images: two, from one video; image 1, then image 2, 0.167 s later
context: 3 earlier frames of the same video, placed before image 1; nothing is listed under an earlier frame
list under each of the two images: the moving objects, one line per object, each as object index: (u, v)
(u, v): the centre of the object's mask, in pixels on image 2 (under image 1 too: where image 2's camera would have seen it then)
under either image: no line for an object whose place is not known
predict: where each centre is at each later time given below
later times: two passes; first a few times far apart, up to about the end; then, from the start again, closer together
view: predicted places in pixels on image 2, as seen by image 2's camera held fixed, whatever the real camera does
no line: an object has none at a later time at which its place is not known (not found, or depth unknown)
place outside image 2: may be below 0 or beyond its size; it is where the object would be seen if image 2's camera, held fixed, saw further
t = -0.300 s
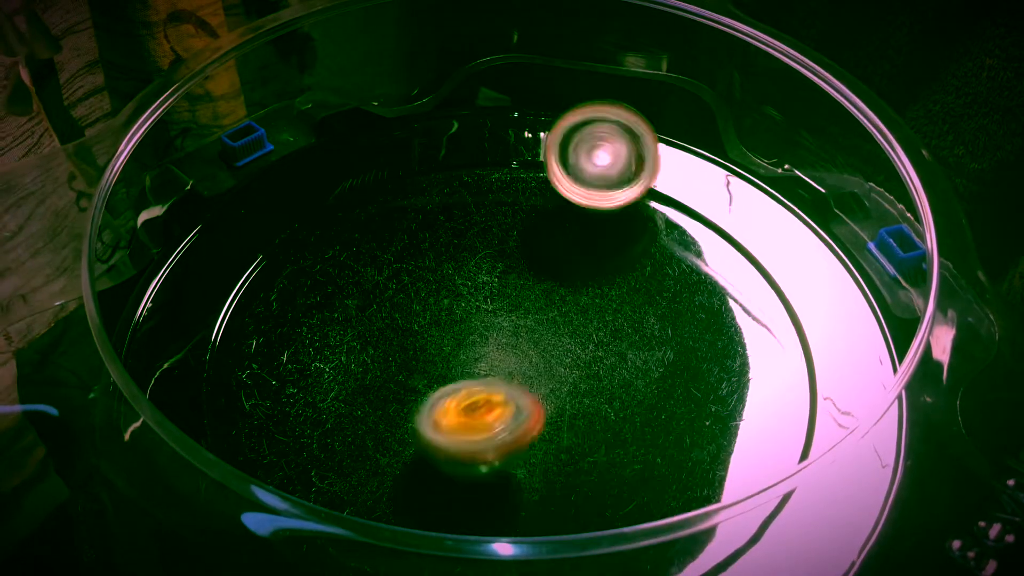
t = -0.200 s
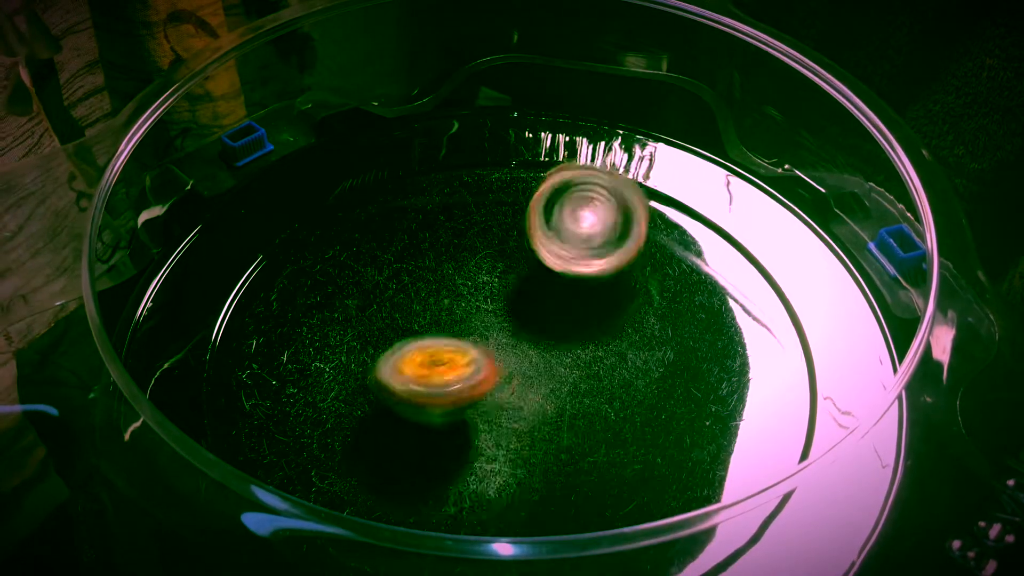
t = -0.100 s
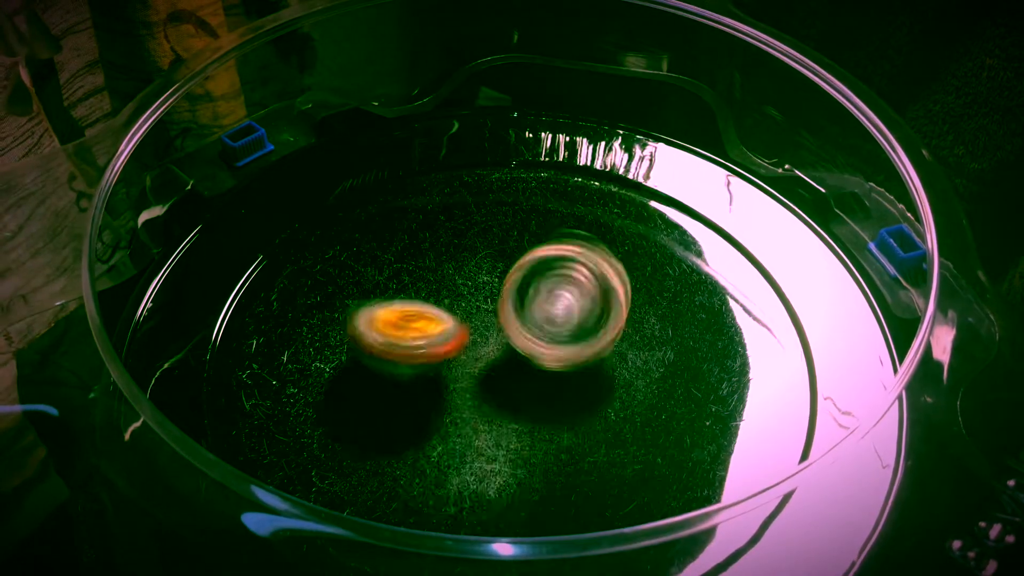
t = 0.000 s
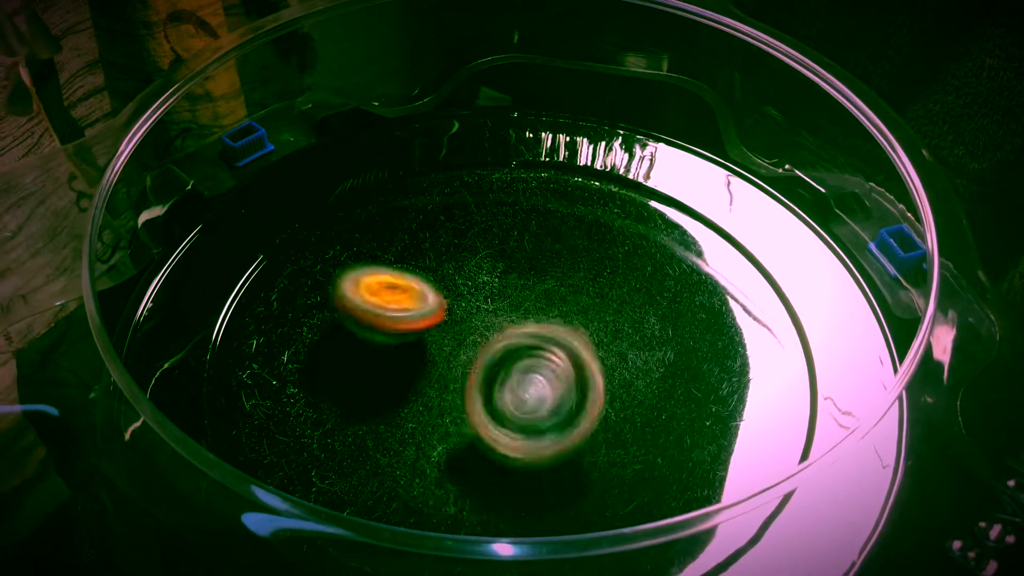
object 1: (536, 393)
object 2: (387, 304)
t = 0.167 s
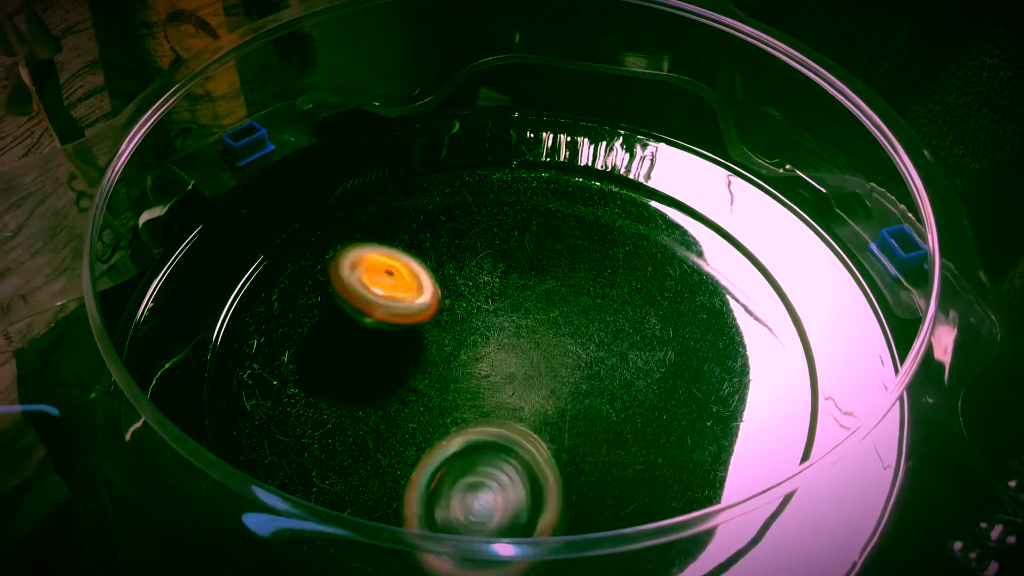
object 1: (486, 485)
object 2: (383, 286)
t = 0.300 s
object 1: (463, 490)
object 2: (413, 301)
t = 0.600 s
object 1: (481, 379)
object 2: (553, 285)
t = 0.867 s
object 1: (496, 320)
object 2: (644, 260)
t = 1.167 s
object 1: (456, 384)
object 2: (671, 322)
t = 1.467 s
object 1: (429, 451)
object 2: (566, 414)
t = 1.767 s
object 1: (251, 366)
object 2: (637, 362)
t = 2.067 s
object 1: (445, 179)
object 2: (538, 391)
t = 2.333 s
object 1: (482, 108)
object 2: (466, 405)
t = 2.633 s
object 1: (510, 290)
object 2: (382, 399)
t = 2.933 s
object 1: (577, 373)
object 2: (369, 415)
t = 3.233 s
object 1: (651, 358)
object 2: (338, 274)
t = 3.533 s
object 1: (618, 266)
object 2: (436, 309)
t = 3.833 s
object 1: (528, 263)
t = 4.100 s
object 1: (566, 299)
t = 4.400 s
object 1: (611, 354)
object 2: (448, 357)
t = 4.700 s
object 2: (460, 331)
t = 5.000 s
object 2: (499, 339)
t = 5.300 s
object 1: (385, 367)
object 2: (513, 326)
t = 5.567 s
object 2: (519, 332)
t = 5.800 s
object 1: (426, 262)
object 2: (514, 344)
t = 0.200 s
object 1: (477, 491)
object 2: (388, 288)
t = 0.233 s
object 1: (471, 492)
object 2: (395, 292)
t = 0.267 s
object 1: (466, 492)
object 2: (403, 296)
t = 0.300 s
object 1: (463, 490)
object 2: (413, 301)
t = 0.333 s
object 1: (461, 484)
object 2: (422, 306)
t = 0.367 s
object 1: (462, 477)
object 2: (433, 312)
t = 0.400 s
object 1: (464, 466)
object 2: (445, 317)
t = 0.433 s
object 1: (468, 443)
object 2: (460, 321)
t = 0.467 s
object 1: (473, 424)
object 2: (474, 320)
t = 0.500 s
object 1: (475, 401)
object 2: (492, 304)
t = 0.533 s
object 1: (477, 395)
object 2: (515, 299)
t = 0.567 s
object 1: (480, 389)
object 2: (534, 292)
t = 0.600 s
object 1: (481, 379)
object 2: (553, 285)
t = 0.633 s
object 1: (483, 368)
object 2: (568, 279)
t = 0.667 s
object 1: (485, 357)
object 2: (583, 270)
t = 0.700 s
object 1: (488, 348)
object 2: (596, 264)
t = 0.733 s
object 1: (491, 337)
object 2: (608, 260)
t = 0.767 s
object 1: (493, 332)
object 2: (619, 258)
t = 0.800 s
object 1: (495, 325)
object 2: (629, 258)
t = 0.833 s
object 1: (496, 322)
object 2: (637, 258)
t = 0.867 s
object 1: (496, 320)
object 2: (644, 260)
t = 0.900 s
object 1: (496, 321)
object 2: (651, 264)
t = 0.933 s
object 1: (495, 324)
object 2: (658, 267)
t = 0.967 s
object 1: (493, 329)
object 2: (663, 273)
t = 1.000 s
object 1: (489, 335)
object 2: (667, 279)
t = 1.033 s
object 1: (485, 343)
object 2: (671, 286)
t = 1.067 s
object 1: (479, 352)
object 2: (672, 294)
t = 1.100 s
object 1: (472, 363)
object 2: (673, 303)
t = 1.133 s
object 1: (464, 375)
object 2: (673, 312)
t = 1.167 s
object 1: (456, 384)
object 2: (671, 322)
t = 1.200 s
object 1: (448, 398)
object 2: (667, 331)
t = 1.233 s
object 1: (442, 414)
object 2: (660, 341)
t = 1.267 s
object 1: (435, 423)
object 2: (651, 350)
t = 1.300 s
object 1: (431, 432)
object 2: (640, 360)
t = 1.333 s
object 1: (427, 440)
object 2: (628, 370)
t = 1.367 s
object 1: (426, 447)
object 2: (614, 381)
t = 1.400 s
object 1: (426, 450)
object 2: (600, 392)
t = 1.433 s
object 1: (427, 452)
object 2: (584, 402)
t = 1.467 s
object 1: (429, 451)
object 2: (566, 414)
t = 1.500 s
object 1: (398, 452)
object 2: (582, 414)
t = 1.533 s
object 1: (349, 448)
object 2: (617, 410)
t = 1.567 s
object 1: (307, 442)
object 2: (642, 404)
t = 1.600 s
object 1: (276, 431)
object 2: (656, 397)
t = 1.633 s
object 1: (252, 421)
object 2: (662, 389)
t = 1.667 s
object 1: (236, 406)
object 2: (662, 383)
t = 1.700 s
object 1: (230, 394)
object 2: (658, 377)
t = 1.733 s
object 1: (237, 382)
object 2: (650, 369)
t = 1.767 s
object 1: (251, 366)
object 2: (637, 362)
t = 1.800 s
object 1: (271, 354)
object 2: (622, 356)
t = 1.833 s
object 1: (295, 340)
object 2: (603, 351)
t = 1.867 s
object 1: (328, 327)
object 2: (581, 344)
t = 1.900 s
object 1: (359, 316)
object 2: (561, 338)
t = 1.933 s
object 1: (391, 301)
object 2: (539, 331)
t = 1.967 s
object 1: (414, 277)
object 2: (532, 340)
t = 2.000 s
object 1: (430, 240)
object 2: (535, 358)
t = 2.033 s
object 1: (433, 205)
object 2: (540, 375)
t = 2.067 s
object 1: (445, 179)
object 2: (538, 391)
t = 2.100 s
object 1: (456, 153)
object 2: (533, 401)
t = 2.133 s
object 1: (460, 133)
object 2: (527, 407)
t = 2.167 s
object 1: (469, 119)
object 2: (516, 410)
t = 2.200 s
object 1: (472, 106)
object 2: (505, 412)
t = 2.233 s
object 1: (476, 100)
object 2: (495, 411)
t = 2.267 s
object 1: (479, 99)
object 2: (483, 411)
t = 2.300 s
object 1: (482, 102)
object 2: (475, 408)
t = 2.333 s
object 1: (482, 108)
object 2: (466, 405)
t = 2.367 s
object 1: (485, 122)
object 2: (459, 402)
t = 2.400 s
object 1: (481, 138)
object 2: (454, 397)
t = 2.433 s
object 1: (483, 161)
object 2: (448, 391)
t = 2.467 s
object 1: (477, 184)
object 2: (445, 384)
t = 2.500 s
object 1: (475, 210)
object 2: (441, 376)
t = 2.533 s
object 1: (475, 242)
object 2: (438, 369)
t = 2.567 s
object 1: (474, 269)
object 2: (432, 364)
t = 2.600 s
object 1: (491, 279)
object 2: (406, 381)
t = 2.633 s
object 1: (510, 290)
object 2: (382, 399)
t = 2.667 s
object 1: (527, 303)
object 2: (364, 411)
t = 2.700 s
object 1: (538, 319)
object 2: (352, 419)
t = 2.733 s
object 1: (551, 329)
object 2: (343, 424)
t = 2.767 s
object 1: (561, 340)
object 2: (340, 426)
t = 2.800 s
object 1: (570, 350)
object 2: (339, 427)
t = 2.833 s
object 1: (575, 357)
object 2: (343, 426)
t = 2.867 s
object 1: (579, 365)
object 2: (349, 424)
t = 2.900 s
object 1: (579, 370)
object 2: (360, 420)
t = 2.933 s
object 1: (577, 373)
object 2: (369, 415)
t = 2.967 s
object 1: (571, 375)
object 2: (381, 408)
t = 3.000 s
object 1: (564, 373)
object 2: (391, 400)
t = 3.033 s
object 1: (553, 370)
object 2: (404, 391)
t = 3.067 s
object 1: (543, 365)
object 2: (414, 382)
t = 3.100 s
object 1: (560, 367)
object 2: (401, 365)
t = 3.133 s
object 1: (587, 369)
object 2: (375, 340)
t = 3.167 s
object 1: (613, 368)
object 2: (353, 312)
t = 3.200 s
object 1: (634, 364)
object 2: (343, 288)
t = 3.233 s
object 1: (651, 358)
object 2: (338, 274)
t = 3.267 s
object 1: (663, 350)
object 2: (340, 264)
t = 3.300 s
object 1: (670, 340)
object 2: (346, 260)
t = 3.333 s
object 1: (672, 330)
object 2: (357, 256)
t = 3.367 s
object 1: (669, 318)
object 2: (368, 263)
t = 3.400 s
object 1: (663, 306)
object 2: (380, 270)
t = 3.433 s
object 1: (655, 294)
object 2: (394, 278)
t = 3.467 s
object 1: (644, 284)
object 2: (407, 289)
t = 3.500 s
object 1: (631, 274)
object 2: (420, 300)
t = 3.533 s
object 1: (618, 266)
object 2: (436, 309)
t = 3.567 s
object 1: (604, 260)
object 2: (446, 325)
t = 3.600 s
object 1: (589, 257)
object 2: (459, 339)
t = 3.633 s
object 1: (575, 255)
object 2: (470, 345)
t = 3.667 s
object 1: (562, 255)
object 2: (479, 353)
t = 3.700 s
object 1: (551, 256)
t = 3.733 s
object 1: (540, 260)
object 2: (491, 365)
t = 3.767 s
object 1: (530, 265)
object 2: (495, 364)
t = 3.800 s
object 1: (525, 268)
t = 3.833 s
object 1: (528, 263)
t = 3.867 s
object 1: (533, 261)
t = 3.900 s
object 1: (537, 262)
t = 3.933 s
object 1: (542, 266)
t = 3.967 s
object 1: (548, 271)
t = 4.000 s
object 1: (553, 277)
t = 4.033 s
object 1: (558, 284)
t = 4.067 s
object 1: (562, 291)
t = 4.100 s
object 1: (566, 299)
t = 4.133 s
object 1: (570, 308)
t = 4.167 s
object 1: (573, 317)
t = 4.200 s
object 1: (586, 322)
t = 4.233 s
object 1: (597, 327)
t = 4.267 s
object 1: (604, 332)
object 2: (443, 379)
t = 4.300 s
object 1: (608, 338)
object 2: (444, 374)
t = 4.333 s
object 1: (611, 344)
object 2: (445, 365)
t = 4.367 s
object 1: (612, 349)
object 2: (445, 360)
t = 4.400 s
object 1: (611, 354)
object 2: (448, 357)
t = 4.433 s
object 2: (450, 351)
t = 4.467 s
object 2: (454, 348)
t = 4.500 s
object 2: (458, 348)
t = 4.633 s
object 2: (456, 340)
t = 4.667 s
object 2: (457, 332)
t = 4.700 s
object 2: (460, 331)
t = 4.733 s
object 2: (465, 327)
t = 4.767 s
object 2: (471, 325)
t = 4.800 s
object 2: (478, 326)
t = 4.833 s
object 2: (482, 327)
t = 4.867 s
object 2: (486, 328)
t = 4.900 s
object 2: (490, 330)
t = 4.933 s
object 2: (493, 332)
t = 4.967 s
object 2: (498, 337)
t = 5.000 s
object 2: (499, 339)
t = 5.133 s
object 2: (503, 340)
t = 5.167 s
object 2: (506, 338)
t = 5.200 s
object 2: (506, 339)
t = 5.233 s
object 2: (507, 329)
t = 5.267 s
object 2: (510, 332)
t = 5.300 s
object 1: (385, 367)
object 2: (513, 326)
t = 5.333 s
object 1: (383, 357)
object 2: (513, 330)
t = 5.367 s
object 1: (383, 349)
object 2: (513, 333)
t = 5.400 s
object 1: (385, 340)
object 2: (512, 329)
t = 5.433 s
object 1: (389, 330)
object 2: (512, 334)
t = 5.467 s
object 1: (392, 321)
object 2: (511, 328)
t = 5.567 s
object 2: (519, 332)
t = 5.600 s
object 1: (404, 290)
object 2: (518, 336)
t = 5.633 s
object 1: (408, 284)
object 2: (515, 333)
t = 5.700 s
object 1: (413, 273)
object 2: (514, 339)
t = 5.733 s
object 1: (416, 269)
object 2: (515, 344)
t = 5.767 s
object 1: (420, 265)
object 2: (515, 346)
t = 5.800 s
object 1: (426, 262)
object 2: (514, 344)
